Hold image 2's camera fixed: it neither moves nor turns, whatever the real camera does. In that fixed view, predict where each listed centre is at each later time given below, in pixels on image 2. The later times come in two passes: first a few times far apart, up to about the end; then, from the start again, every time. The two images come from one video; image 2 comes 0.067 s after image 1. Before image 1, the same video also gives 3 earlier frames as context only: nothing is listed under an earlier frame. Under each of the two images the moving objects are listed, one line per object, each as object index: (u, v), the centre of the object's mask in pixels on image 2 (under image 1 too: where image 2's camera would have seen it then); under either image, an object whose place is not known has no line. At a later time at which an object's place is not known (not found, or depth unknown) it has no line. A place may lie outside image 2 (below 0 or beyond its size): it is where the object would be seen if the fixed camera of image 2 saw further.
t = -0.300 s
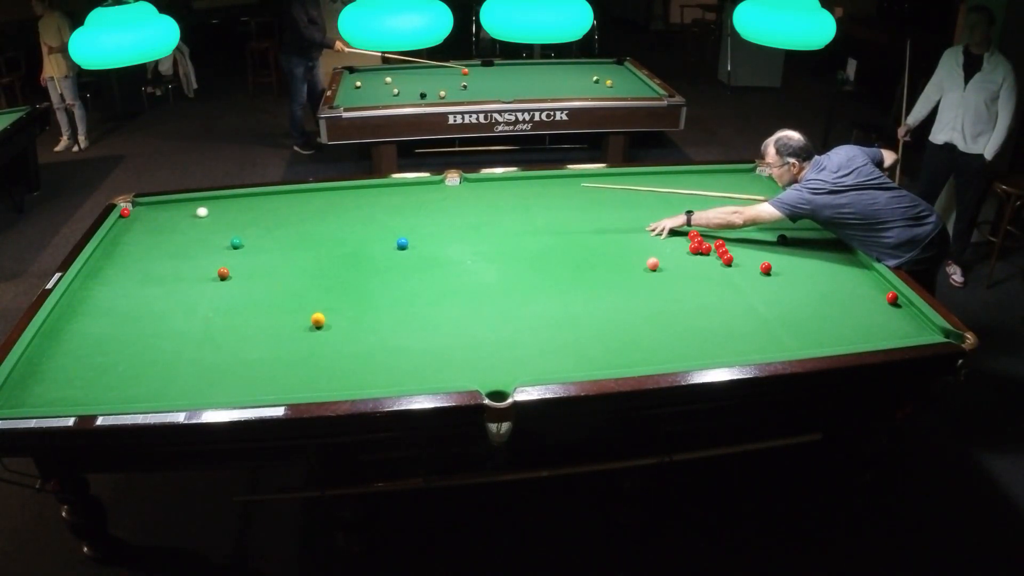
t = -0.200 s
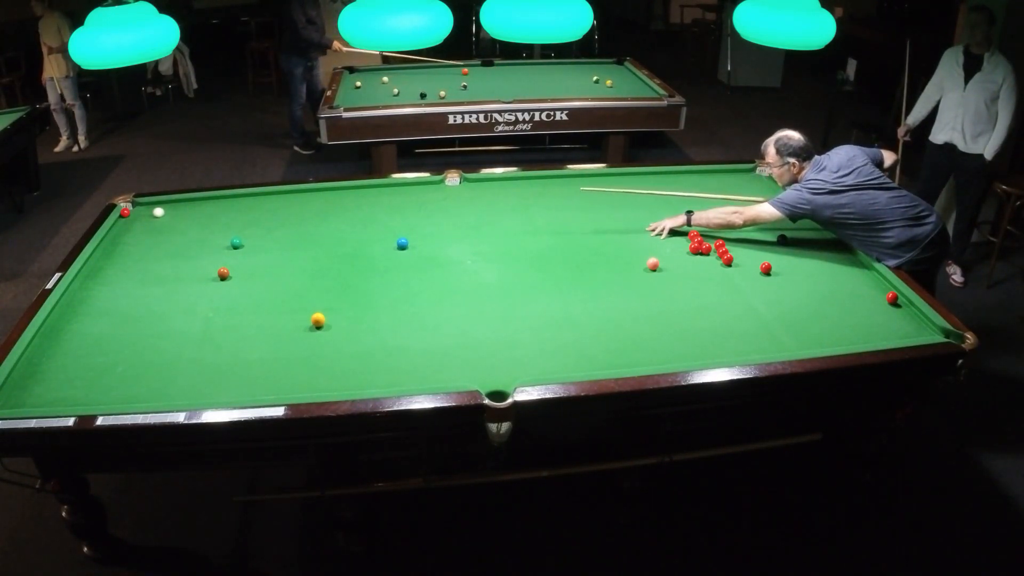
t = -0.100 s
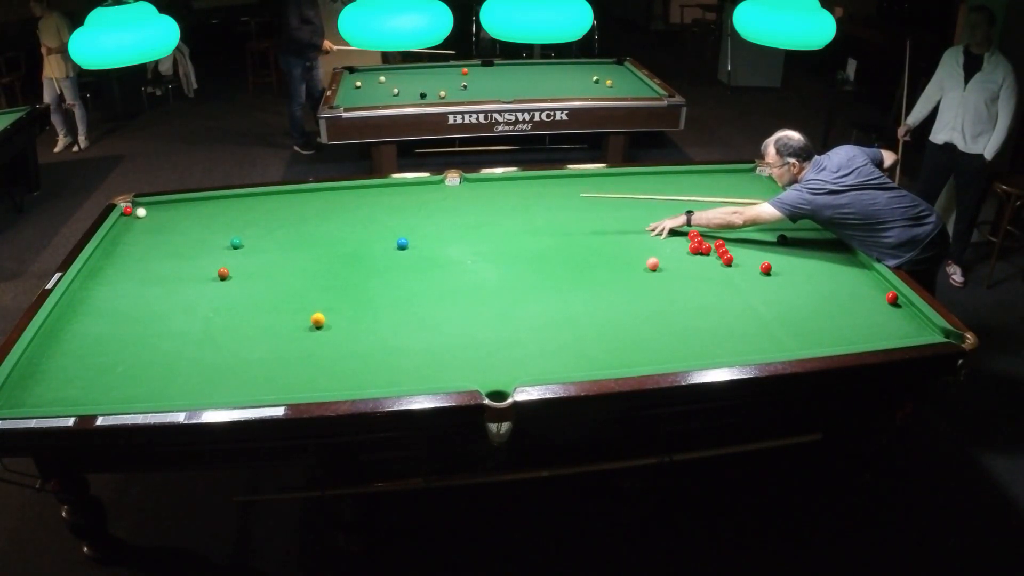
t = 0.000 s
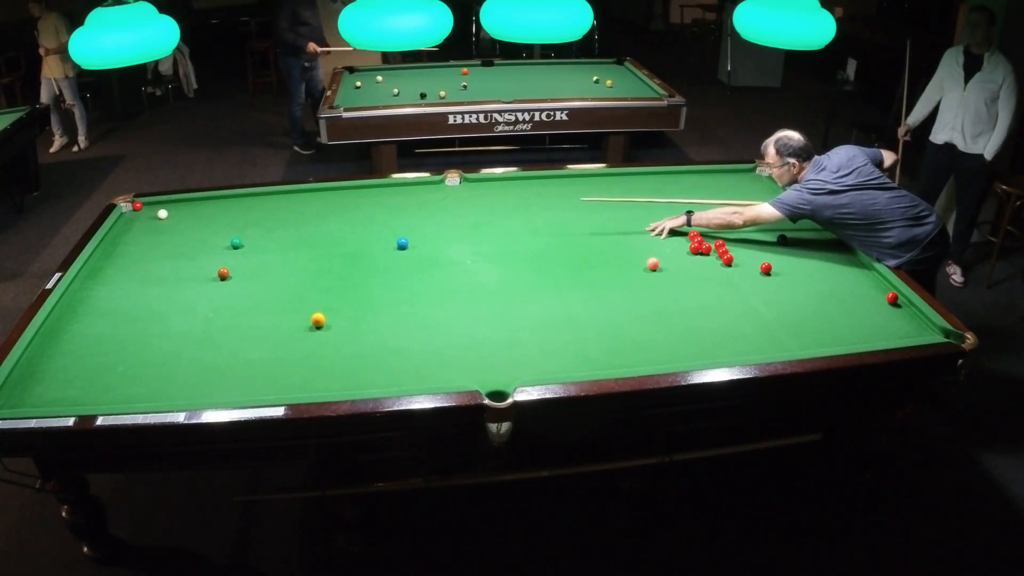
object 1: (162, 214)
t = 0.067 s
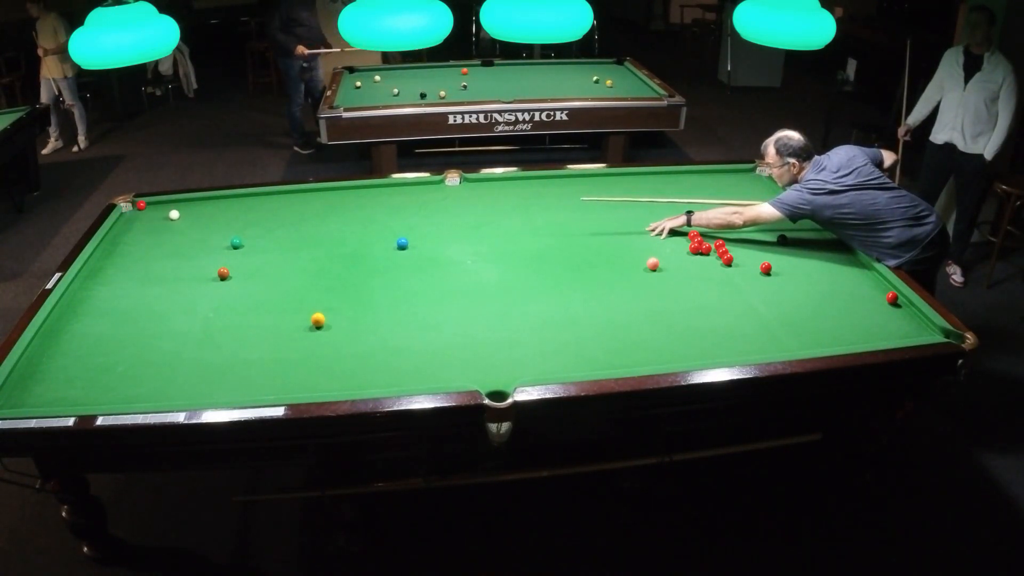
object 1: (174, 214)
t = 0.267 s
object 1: (195, 216)
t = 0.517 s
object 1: (216, 219)
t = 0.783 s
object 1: (237, 221)
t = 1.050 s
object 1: (258, 223)
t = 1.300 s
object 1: (277, 226)
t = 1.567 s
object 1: (297, 228)
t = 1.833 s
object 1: (316, 230)
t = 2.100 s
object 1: (335, 232)
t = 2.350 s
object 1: (351, 234)
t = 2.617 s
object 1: (367, 236)
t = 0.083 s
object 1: (177, 215)
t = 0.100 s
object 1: (179, 215)
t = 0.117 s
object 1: (181, 215)
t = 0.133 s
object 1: (183, 215)
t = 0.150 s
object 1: (185, 215)
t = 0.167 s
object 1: (187, 215)
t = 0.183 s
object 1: (188, 216)
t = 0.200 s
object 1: (190, 216)
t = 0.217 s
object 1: (191, 216)
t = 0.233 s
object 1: (193, 216)
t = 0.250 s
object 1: (194, 216)
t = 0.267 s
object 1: (195, 216)
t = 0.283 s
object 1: (197, 217)
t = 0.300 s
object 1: (198, 217)
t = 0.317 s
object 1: (199, 217)
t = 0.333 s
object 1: (201, 217)
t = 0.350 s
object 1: (202, 217)
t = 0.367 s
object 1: (204, 217)
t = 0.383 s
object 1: (205, 218)
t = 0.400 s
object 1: (206, 218)
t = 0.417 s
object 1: (208, 218)
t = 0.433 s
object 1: (209, 218)
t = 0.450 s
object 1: (210, 218)
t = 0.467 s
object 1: (212, 218)
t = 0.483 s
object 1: (213, 218)
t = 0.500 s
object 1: (215, 219)
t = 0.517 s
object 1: (216, 219)
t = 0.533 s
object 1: (217, 219)
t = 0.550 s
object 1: (219, 219)
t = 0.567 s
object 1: (220, 219)
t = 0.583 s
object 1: (221, 219)
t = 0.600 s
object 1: (223, 220)
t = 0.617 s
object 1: (224, 220)
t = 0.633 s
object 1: (225, 220)
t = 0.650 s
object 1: (227, 220)
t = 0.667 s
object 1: (228, 220)
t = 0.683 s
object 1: (229, 220)
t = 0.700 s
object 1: (231, 221)
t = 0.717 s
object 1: (232, 221)
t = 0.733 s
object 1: (233, 221)
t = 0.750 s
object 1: (234, 221)
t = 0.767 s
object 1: (236, 221)
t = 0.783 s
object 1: (237, 221)
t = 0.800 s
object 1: (239, 221)
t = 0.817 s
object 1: (240, 221)
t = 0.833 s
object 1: (241, 222)
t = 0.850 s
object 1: (242, 222)
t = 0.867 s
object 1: (244, 222)
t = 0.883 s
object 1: (245, 222)
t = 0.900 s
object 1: (246, 222)
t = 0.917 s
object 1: (248, 222)
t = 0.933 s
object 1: (249, 222)
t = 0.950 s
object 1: (251, 223)
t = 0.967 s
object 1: (252, 223)
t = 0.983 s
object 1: (253, 223)
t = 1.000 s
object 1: (254, 223)
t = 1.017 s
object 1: (255, 223)
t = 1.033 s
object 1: (257, 223)
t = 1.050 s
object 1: (258, 223)
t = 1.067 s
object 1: (259, 224)
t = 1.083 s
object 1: (261, 224)
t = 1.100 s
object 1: (262, 224)
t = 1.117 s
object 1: (263, 224)
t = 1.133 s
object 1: (265, 224)
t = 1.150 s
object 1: (266, 224)
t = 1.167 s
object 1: (267, 224)
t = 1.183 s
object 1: (268, 225)
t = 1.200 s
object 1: (270, 225)
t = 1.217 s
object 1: (271, 225)
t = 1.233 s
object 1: (272, 225)
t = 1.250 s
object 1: (274, 225)
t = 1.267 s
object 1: (275, 225)
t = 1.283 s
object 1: (276, 226)
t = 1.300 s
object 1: (277, 226)
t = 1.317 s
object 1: (279, 226)
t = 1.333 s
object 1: (280, 226)
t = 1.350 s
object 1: (281, 226)
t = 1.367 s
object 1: (282, 227)
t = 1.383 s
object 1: (284, 227)
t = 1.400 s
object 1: (285, 227)
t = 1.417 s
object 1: (286, 227)
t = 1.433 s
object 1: (287, 227)
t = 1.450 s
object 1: (289, 227)
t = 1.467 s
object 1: (290, 227)
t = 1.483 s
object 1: (291, 227)
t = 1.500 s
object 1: (292, 228)
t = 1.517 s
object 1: (294, 228)
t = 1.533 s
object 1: (295, 228)
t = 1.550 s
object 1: (296, 228)
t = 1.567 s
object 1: (297, 228)
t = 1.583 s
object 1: (298, 228)
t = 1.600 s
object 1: (300, 228)
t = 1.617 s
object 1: (301, 228)
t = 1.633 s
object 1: (302, 229)
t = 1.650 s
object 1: (303, 229)
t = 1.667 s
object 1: (305, 229)
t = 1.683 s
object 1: (306, 229)
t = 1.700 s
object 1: (307, 229)
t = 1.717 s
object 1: (308, 229)
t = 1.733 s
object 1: (309, 229)
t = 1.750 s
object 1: (311, 229)
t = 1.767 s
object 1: (312, 230)
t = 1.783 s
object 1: (313, 230)
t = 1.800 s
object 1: (314, 230)
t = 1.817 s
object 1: (315, 230)
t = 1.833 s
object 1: (316, 230)
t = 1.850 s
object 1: (318, 230)
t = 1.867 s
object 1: (319, 230)
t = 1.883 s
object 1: (320, 230)
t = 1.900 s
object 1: (321, 230)
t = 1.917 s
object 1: (322, 230)
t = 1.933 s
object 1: (323, 231)
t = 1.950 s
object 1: (325, 231)
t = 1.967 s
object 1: (326, 231)
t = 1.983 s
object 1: (327, 231)
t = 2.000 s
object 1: (328, 231)
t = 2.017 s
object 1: (329, 231)
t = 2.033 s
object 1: (330, 231)
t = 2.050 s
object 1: (331, 232)
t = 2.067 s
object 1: (333, 232)
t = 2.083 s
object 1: (334, 232)
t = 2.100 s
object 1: (335, 232)
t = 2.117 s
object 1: (336, 232)
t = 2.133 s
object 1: (337, 232)
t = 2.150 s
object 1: (338, 233)
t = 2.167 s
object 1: (339, 233)
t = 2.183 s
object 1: (341, 233)
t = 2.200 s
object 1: (342, 233)
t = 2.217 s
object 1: (343, 233)
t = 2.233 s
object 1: (344, 233)
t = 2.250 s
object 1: (345, 233)
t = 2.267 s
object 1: (346, 233)
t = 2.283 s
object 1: (347, 233)
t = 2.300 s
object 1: (348, 234)
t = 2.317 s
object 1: (349, 234)
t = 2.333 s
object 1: (350, 234)
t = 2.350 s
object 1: (351, 234)
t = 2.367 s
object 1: (352, 234)
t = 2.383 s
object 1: (353, 234)
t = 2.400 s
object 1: (355, 234)
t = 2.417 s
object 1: (356, 234)
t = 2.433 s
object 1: (357, 235)
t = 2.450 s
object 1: (357, 235)
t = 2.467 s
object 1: (359, 235)
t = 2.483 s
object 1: (360, 235)
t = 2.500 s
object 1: (361, 235)
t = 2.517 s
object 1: (362, 235)
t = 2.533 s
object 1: (363, 235)
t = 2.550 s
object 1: (364, 235)
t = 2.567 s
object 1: (365, 235)
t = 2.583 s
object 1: (366, 236)
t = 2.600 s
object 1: (366, 236)
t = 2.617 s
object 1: (367, 236)
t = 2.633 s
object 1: (368, 236)
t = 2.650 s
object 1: (369, 236)
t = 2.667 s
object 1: (370, 236)
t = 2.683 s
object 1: (371, 236)
